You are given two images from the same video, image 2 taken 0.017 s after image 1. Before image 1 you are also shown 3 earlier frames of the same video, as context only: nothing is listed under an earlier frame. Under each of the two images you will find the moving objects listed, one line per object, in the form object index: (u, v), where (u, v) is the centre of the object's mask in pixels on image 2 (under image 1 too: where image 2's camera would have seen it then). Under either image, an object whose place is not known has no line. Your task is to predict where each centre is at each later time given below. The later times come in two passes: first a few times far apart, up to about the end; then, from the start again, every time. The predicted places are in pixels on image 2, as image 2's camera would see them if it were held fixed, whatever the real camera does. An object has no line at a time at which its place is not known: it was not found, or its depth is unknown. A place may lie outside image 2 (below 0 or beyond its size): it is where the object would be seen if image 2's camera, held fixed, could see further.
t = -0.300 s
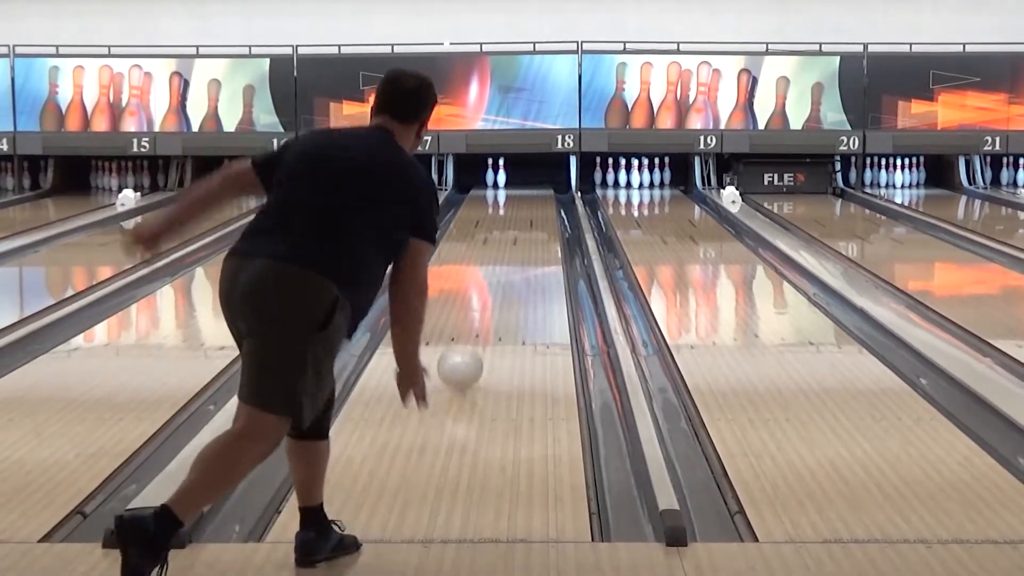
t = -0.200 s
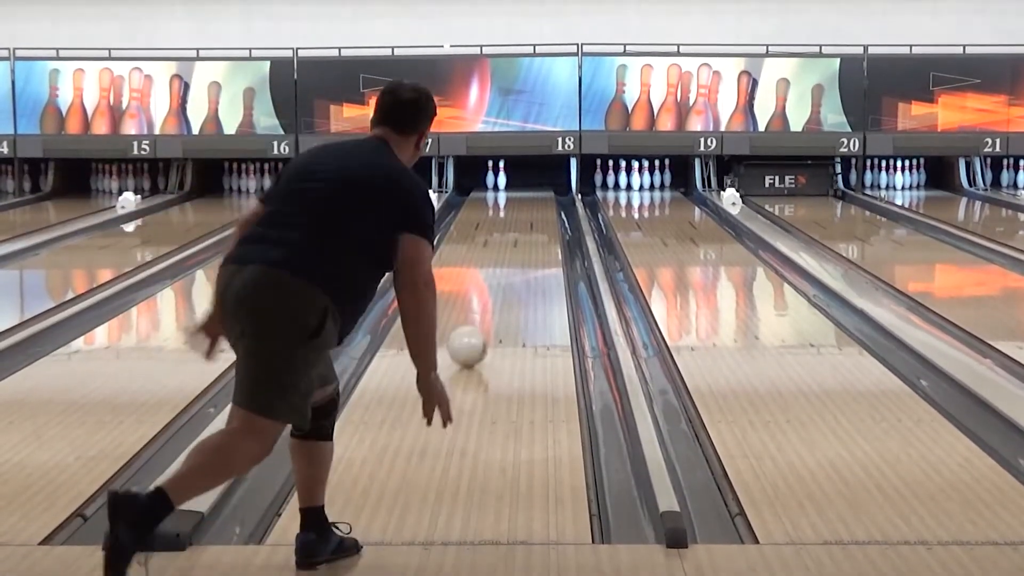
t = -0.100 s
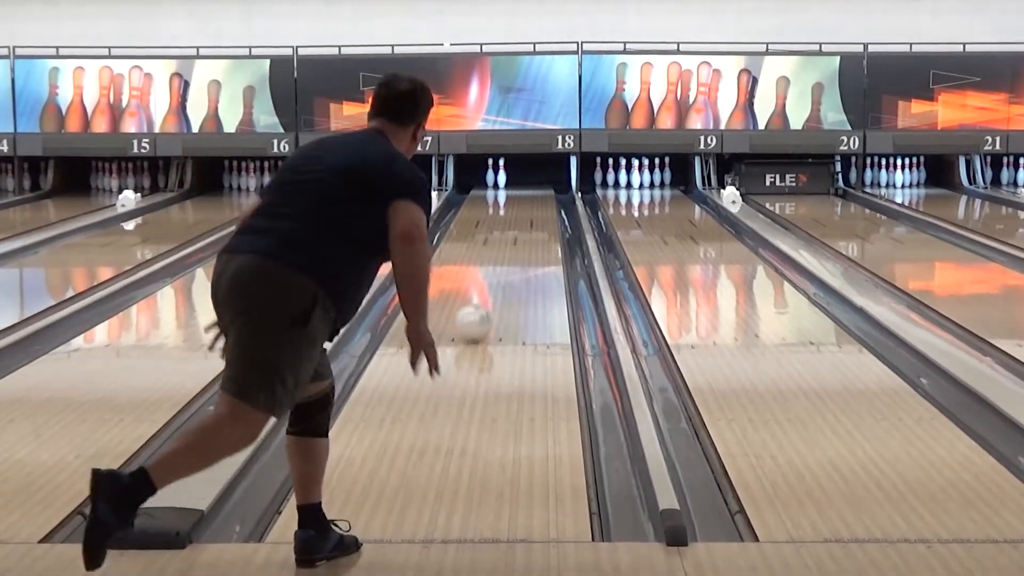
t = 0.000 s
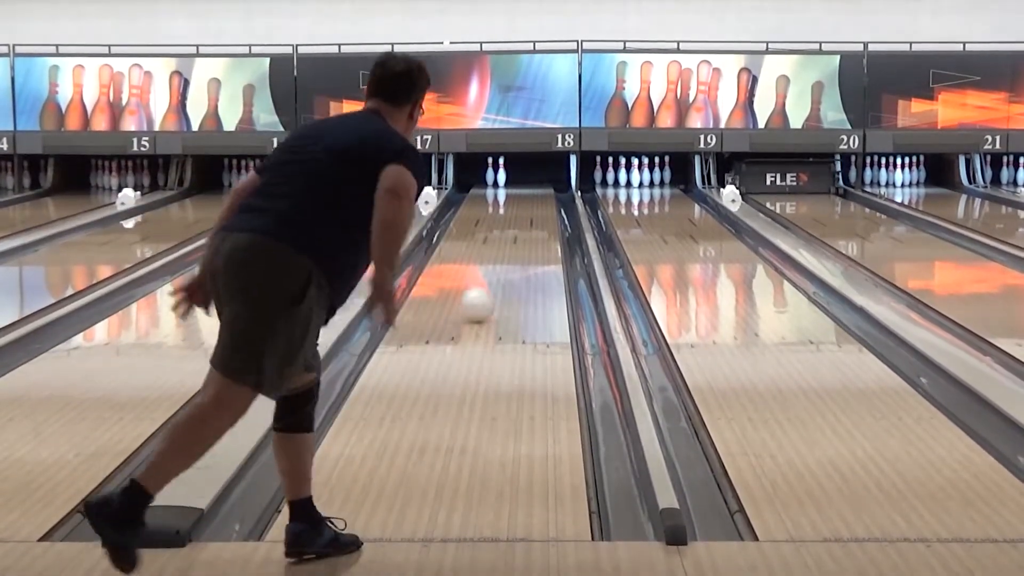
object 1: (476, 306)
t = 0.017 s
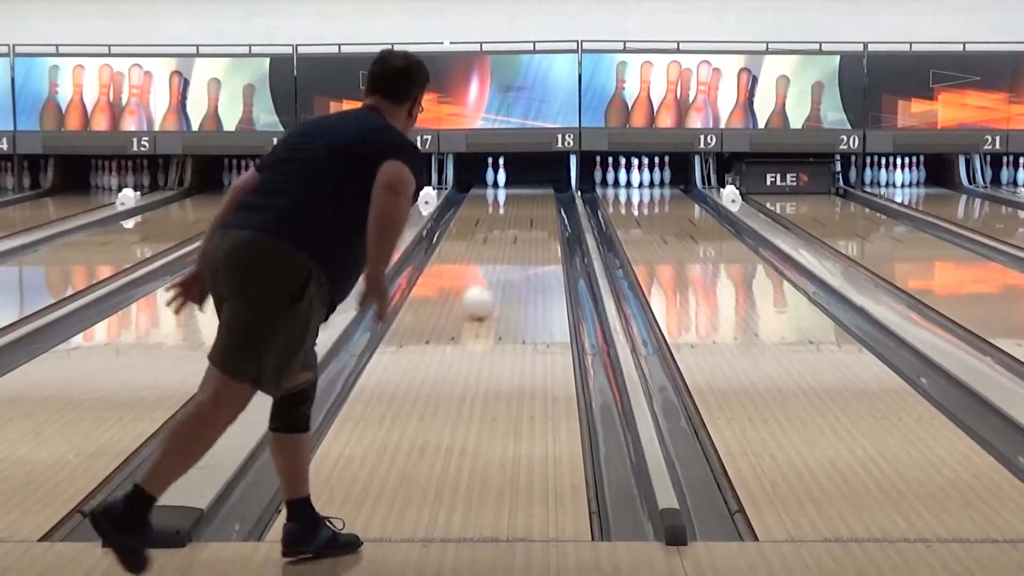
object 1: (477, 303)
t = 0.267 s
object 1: (487, 267)
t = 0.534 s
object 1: (494, 240)
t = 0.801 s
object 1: (499, 219)
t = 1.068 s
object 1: (502, 203)
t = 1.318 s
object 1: (504, 192)
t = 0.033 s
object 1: (478, 300)
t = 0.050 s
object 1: (479, 297)
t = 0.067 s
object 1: (479, 295)
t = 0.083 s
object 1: (481, 292)
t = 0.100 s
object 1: (481, 289)
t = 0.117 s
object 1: (482, 287)
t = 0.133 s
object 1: (482, 286)
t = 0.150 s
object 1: (483, 283)
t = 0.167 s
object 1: (484, 281)
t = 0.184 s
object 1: (485, 278)
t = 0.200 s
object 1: (486, 276)
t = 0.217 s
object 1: (487, 273)
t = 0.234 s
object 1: (487, 271)
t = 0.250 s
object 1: (487, 269)
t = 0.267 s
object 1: (487, 267)
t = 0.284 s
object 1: (488, 265)
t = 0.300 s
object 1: (489, 263)
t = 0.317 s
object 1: (489, 261)
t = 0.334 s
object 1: (489, 259)
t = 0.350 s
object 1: (489, 257)
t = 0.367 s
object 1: (489, 255)
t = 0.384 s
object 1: (489, 254)
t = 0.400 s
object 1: (491, 253)
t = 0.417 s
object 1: (491, 251)
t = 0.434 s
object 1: (492, 250)
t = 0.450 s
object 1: (492, 247)
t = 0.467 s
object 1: (493, 246)
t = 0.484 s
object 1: (493, 244)
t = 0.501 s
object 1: (494, 243)
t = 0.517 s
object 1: (494, 242)
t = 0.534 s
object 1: (494, 240)
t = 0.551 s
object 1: (495, 239)
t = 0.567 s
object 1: (495, 237)
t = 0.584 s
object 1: (495, 236)
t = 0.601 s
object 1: (496, 234)
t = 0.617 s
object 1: (496, 233)
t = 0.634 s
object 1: (496, 232)
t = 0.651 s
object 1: (496, 230)
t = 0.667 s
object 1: (497, 229)
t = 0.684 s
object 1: (497, 228)
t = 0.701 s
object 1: (498, 227)
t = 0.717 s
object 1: (498, 225)
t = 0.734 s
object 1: (498, 224)
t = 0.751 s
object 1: (498, 223)
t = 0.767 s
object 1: (498, 222)
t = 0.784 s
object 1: (499, 220)
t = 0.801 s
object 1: (499, 219)
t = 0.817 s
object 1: (499, 218)
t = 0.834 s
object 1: (500, 217)
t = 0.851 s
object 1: (500, 216)
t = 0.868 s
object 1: (500, 215)
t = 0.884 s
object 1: (500, 214)
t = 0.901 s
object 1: (500, 213)
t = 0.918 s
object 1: (500, 212)
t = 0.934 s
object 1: (501, 211)
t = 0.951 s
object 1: (501, 210)
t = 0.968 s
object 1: (501, 209)
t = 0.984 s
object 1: (501, 208)
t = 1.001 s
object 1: (501, 207)
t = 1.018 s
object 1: (501, 206)
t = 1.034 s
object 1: (502, 205)
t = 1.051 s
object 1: (502, 204)
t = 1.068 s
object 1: (502, 203)
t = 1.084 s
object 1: (503, 203)
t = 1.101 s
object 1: (503, 201)
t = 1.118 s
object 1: (503, 201)
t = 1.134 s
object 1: (503, 200)
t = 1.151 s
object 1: (503, 199)
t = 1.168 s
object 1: (503, 198)
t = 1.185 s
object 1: (503, 198)
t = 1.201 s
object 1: (503, 197)
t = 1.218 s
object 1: (503, 196)
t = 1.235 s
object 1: (503, 195)
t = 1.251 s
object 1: (503, 195)
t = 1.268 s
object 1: (504, 194)
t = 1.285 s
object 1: (504, 193)
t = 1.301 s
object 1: (504, 193)
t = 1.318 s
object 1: (504, 192)
